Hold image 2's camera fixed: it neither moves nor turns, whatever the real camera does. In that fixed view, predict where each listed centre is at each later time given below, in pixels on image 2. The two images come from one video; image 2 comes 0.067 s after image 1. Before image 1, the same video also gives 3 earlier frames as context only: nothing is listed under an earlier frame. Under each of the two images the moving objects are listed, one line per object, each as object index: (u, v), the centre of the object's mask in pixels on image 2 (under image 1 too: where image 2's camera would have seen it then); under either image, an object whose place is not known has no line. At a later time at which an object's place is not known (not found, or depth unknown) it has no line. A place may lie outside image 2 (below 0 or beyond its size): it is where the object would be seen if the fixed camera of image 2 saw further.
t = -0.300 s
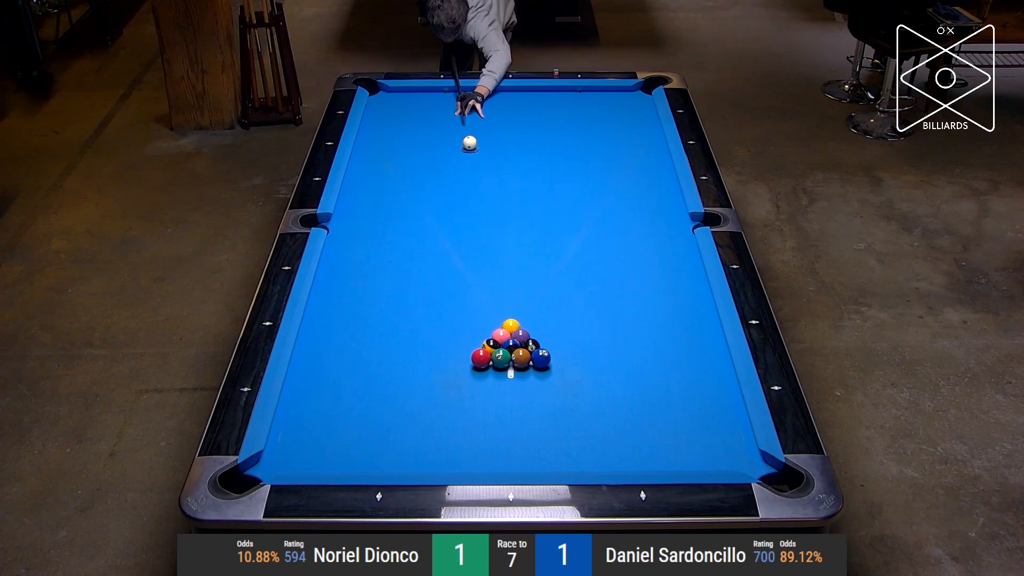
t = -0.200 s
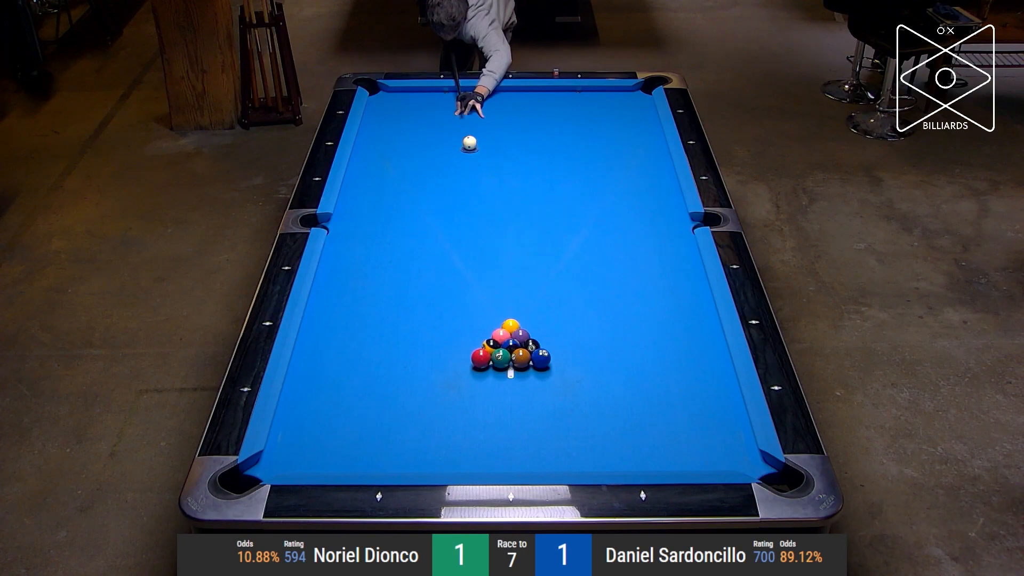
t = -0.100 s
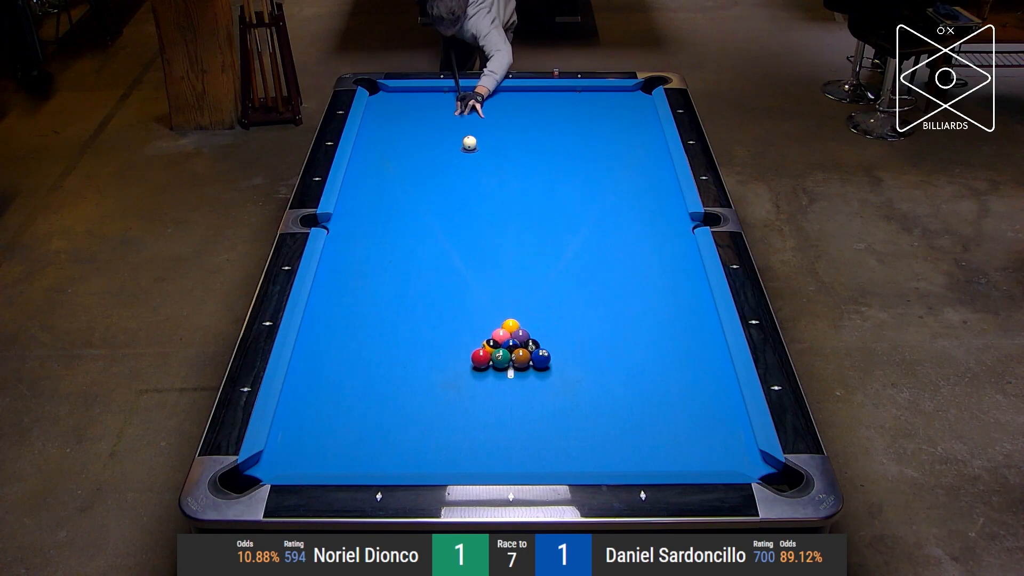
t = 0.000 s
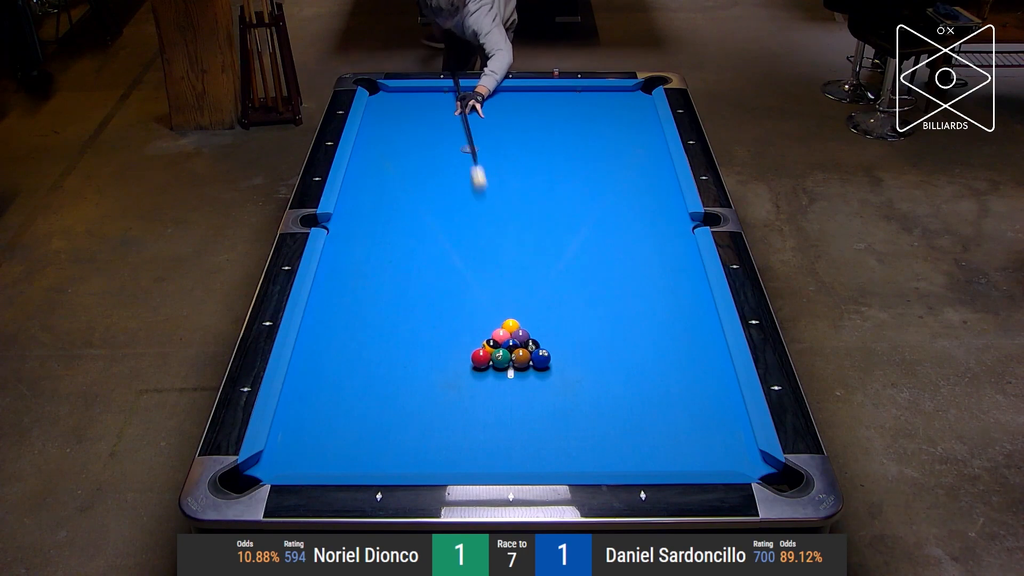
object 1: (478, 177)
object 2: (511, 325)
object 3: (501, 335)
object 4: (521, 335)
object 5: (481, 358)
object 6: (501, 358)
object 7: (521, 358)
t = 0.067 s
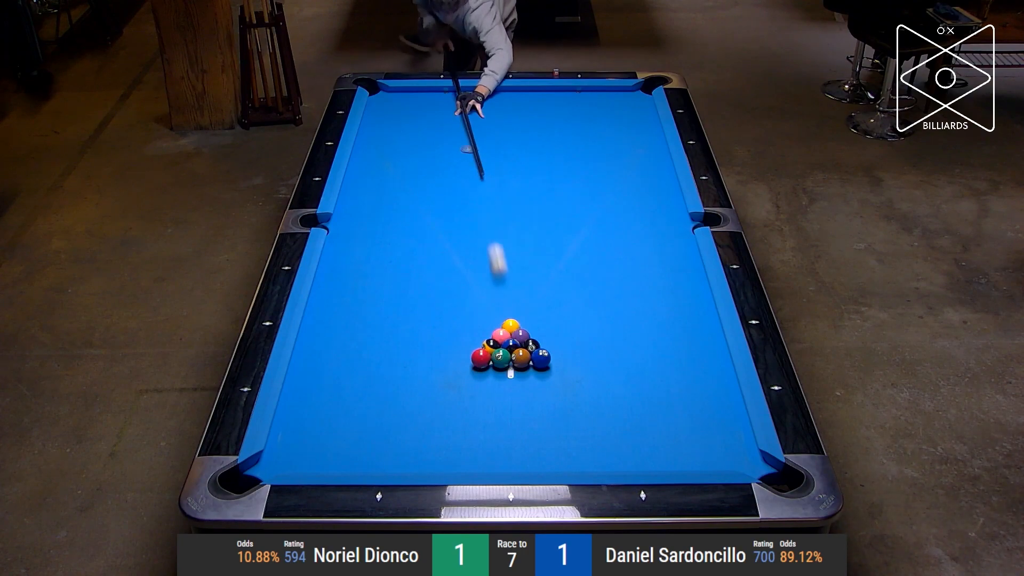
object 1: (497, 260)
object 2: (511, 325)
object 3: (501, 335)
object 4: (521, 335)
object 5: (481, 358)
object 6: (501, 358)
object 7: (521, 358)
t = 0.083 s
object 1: (503, 286)
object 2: (511, 325)
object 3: (501, 335)
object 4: (521, 335)
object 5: (481, 358)
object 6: (501, 358)
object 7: (521, 358)
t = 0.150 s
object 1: (518, 292)
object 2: (514, 322)
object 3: (491, 332)
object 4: (531, 332)
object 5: (443, 393)
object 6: (495, 380)
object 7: (526, 379)
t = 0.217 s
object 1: (528, 272)
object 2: (520, 317)
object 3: (480, 325)
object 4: (545, 324)
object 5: (384, 450)
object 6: (487, 408)
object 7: (533, 409)
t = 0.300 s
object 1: (540, 264)
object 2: (527, 309)
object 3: (468, 317)
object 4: (559, 315)
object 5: (345, 430)
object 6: (478, 444)
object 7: (543, 445)
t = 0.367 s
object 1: (549, 249)
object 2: (532, 303)
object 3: (458, 311)
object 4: (570, 309)
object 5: (330, 394)
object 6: (470, 464)
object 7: (549, 463)
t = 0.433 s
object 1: (557, 241)
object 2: (537, 297)
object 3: (449, 305)
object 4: (580, 303)
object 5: (317, 362)
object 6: (468, 449)
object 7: (551, 446)
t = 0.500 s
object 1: (566, 231)
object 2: (542, 291)
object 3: (440, 300)
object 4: (591, 296)
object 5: (306, 335)
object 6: (465, 431)
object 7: (554, 428)
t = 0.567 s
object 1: (573, 223)
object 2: (547, 284)
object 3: (431, 294)
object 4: (601, 291)
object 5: (325, 311)
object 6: (463, 416)
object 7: (556, 412)
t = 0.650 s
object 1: (583, 214)
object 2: (553, 278)
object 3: (421, 287)
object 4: (613, 283)
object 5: (345, 285)
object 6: (460, 397)
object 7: (558, 393)
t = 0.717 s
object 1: (590, 209)
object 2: (557, 272)
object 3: (412, 282)
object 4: (623, 278)
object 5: (361, 265)
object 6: (458, 381)
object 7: (560, 379)
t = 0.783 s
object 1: (597, 205)
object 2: (562, 267)
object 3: (404, 277)
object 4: (632, 272)
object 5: (375, 247)
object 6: (456, 368)
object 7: (562, 365)
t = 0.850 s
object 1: (603, 200)
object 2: (566, 261)
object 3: (396, 272)
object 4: (641, 267)
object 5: (389, 229)
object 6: (454, 355)
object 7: (563, 352)
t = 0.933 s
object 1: (590, 182)
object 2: (571, 255)
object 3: (387, 266)
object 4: (652, 260)
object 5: (404, 209)
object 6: (451, 339)
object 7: (566, 336)
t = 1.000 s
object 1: (581, 169)
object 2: (575, 250)
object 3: (379, 261)
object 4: (661, 255)
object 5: (416, 194)
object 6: (450, 326)
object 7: (567, 324)
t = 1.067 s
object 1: (575, 158)
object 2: (579, 245)
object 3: (372, 257)
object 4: (669, 251)
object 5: (427, 179)
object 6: (448, 315)
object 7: (569, 312)
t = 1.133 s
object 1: (569, 147)
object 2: (583, 240)
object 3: (365, 252)
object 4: (677, 246)
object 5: (438, 166)
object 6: (446, 304)
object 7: (570, 301)
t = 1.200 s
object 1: (564, 137)
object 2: (587, 236)
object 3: (358, 248)
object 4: (685, 241)
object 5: (448, 153)
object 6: (445, 293)
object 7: (572, 290)
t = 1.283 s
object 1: (557, 126)
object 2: (591, 230)
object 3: (350, 243)
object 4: (681, 237)
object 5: (460, 138)
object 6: (443, 280)
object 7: (573, 277)
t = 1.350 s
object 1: (552, 117)
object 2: (595, 226)
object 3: (343, 238)
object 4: (675, 234)
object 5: (469, 126)
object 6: (441, 271)
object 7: (574, 267)
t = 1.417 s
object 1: (547, 108)
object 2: (598, 222)
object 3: (337, 234)
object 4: (669, 231)
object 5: (477, 115)
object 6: (440, 261)
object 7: (576, 258)
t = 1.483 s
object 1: (543, 100)
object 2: (602, 218)
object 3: (337, 231)
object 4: (664, 228)
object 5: (485, 105)
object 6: (439, 252)
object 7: (577, 248)
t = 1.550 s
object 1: (538, 92)
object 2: (605, 214)
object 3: (339, 227)
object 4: (658, 225)
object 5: (493, 94)
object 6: (438, 243)
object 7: (578, 239)
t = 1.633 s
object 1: (536, 94)
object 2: (609, 209)
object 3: (342, 223)
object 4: (651, 221)
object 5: (506, 93)
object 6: (436, 232)
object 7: (580, 229)
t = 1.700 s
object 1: (535, 100)
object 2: (612, 205)
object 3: (344, 220)
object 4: (646, 218)
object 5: (520, 101)
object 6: (435, 224)
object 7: (581, 221)
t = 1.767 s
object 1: (544, 104)
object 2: (615, 201)
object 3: (346, 217)
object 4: (641, 216)
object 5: (524, 108)
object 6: (434, 217)
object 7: (582, 213)
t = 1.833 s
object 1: (552, 108)
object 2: (618, 198)
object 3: (348, 214)
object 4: (636, 213)
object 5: (528, 116)
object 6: (433, 209)
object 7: (583, 205)
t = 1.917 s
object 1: (562, 114)
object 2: (622, 193)
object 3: (350, 210)
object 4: (629, 210)
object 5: (533, 126)
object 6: (431, 200)
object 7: (584, 196)
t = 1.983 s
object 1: (569, 118)
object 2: (624, 190)
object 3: (352, 207)
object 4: (625, 208)
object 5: (538, 134)
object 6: (430, 193)
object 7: (585, 189)
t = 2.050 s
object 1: (577, 122)
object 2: (627, 187)
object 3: (354, 204)
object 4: (620, 205)
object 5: (542, 142)
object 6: (429, 186)
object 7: (586, 182)
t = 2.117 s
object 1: (585, 126)
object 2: (630, 183)
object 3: (356, 201)
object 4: (615, 203)
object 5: (547, 150)
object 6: (428, 179)
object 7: (587, 176)
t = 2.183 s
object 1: (593, 131)
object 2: (633, 180)
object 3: (358, 199)
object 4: (611, 201)
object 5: (552, 159)
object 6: (427, 173)
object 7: (588, 169)
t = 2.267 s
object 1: (603, 136)
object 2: (636, 176)
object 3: (361, 195)
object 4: (605, 198)
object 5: (558, 170)
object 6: (426, 165)
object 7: (589, 161)
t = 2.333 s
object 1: (611, 141)
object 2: (639, 173)
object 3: (362, 193)
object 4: (601, 196)
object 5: (563, 179)
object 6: (426, 159)
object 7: (590, 155)
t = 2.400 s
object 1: (619, 145)
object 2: (641, 170)
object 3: (364, 190)
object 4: (596, 193)
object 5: (568, 189)
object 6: (425, 153)
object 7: (591, 149)
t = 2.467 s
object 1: (627, 150)
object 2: (643, 168)
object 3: (366, 188)
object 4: (592, 191)
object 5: (573, 198)
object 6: (424, 148)
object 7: (592, 143)
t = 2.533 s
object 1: (635, 154)
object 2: (646, 165)
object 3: (367, 186)
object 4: (588, 190)
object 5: (579, 209)
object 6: (423, 142)
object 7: (592, 138)
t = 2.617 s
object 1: (641, 156)
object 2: (652, 166)
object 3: (369, 183)
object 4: (583, 187)
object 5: (586, 221)
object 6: (422, 135)
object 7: (593, 131)
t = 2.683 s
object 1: (644, 155)
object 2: (660, 169)
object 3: (371, 181)
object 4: (579, 185)
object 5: (592, 232)
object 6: (421, 130)
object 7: (594, 126)
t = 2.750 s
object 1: (647, 154)
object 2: (667, 171)
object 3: (373, 179)
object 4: (576, 183)
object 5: (598, 243)
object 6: (421, 126)
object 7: (595, 121)
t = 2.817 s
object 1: (650, 153)
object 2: (665, 173)
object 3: (374, 176)
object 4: (572, 181)
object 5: (605, 255)
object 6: (420, 120)
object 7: (596, 116)
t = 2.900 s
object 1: (653, 152)
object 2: (661, 175)
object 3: (376, 174)
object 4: (567, 179)
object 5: (613, 270)
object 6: (419, 114)
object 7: (596, 110)
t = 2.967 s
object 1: (656, 152)
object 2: (657, 177)
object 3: (377, 172)
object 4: (564, 178)
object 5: (619, 282)
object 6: (418, 110)
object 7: (597, 106)
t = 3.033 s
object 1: (659, 151)
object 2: (654, 178)
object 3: (379, 170)
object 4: (561, 176)
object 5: (627, 295)
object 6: (418, 105)
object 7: (598, 101)
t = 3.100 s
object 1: (661, 150)
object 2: (650, 180)
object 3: (380, 168)
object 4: (557, 174)
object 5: (634, 308)
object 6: (417, 101)
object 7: (598, 97)
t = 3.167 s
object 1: (660, 150)
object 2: (647, 182)
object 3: (382, 166)
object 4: (554, 173)
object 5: (641, 321)
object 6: (417, 96)
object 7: (599, 93)
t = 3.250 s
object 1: (658, 149)
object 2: (643, 183)
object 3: (383, 164)
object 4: (550, 171)
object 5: (651, 339)
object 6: (416, 92)
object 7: (600, 90)
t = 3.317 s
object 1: (656, 149)
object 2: (640, 185)
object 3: (384, 163)
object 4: (547, 170)
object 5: (659, 354)
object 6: (415, 93)
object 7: (601, 93)
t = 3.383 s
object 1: (655, 148)
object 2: (637, 186)
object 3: (386, 161)
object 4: (544, 168)
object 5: (667, 369)
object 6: (414, 95)
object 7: (603, 96)
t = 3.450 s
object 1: (653, 148)
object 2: (633, 188)
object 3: (387, 160)
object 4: (541, 167)
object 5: (676, 384)
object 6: (412, 98)
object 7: (604, 99)
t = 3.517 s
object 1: (652, 148)
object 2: (630, 189)
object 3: (388, 158)
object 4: (538, 165)
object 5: (685, 400)
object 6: (411, 100)
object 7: (606, 101)
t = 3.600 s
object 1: (651, 147)
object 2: (626, 191)
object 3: (390, 156)
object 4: (535, 164)
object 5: (696, 422)
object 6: (410, 104)
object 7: (607, 105)
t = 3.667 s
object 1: (649, 147)
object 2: (623, 192)
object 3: (391, 155)
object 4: (532, 163)
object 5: (706, 439)
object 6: (408, 106)
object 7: (609, 108)
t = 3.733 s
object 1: (648, 147)
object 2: (620, 194)
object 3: (392, 154)
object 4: (530, 162)
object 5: (715, 457)
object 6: (407, 109)
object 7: (610, 110)
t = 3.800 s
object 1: (647, 146)
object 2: (617, 195)
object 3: (393, 152)
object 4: (527, 160)
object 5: (719, 458)
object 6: (406, 112)
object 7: (611, 113)
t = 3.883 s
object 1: (646, 146)
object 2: (614, 197)
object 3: (394, 151)
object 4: (524, 159)
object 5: (715, 443)
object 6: (404, 115)
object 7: (613, 116)
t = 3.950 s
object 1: (645, 146)
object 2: (611, 198)
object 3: (395, 149)
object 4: (522, 158)
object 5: (713, 430)
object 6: (403, 118)
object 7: (615, 119)
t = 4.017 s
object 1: (644, 145)
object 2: (608, 199)
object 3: (396, 148)
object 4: (520, 157)
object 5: (710, 419)
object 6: (401, 120)
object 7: (616, 122)
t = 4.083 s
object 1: (644, 145)
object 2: (605, 200)
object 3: (397, 147)
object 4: (517, 156)
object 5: (707, 408)
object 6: (400, 123)
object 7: (617, 124)
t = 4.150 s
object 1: (643, 145)
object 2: (603, 201)
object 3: (398, 146)
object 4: (515, 155)
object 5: (705, 397)
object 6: (399, 125)
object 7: (619, 127)
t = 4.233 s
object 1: (642, 145)
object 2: (599, 203)
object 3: (399, 145)
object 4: (513, 153)
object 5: (702, 384)
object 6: (397, 129)
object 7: (620, 130)
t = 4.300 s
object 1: (642, 145)
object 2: (597, 204)
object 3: (400, 144)
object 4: (511, 153)
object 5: (699, 374)
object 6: (396, 131)
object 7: (622, 133)
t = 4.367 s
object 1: (641, 144)
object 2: (594, 205)
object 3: (401, 143)
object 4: (509, 152)
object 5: (697, 364)
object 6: (394, 133)
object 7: (623, 136)
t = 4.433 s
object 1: (641, 144)
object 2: (592, 206)
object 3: (402, 142)
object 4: (507, 151)
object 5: (695, 355)
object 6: (392, 136)
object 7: (624, 138)
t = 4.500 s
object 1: (640, 144)
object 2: (589, 207)
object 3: (403, 142)
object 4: (506, 150)
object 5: (693, 346)
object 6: (390, 138)
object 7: (626, 141)
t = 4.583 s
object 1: (641, 145)
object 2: (586, 208)
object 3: (406, 142)
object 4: (503, 149)
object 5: (690, 335)
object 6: (387, 140)
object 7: (626, 143)
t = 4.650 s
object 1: (643, 145)
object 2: (584, 209)
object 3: (409, 142)
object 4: (502, 148)
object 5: (688, 327)
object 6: (383, 142)
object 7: (625, 146)
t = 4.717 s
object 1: (645, 145)
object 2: (582, 210)
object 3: (411, 142)
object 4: (500, 148)
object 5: (686, 319)
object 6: (380, 143)
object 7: (624, 148)
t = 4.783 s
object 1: (646, 146)
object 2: (579, 211)
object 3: (413, 142)
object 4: (499, 147)
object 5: (684, 311)
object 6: (377, 144)
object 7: (623, 150)
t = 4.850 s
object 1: (647, 146)
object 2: (578, 212)
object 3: (415, 142)
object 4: (497, 146)
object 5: (682, 304)
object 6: (374, 145)
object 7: (622, 152)
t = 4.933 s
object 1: (649, 146)
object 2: (575, 213)
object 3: (418, 142)
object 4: (496, 145)
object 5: (680, 295)
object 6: (370, 147)
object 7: (620, 154)
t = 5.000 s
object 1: (650, 146)
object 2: (573, 214)
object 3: (420, 142)
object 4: (494, 145)
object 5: (678, 287)
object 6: (367, 149)
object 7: (619, 156)
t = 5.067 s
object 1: (651, 147)
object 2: (571, 215)
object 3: (422, 143)
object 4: (493, 144)
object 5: (677, 281)
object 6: (364, 150)
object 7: (618, 158)
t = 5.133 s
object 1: (652, 147)
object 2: (569, 216)
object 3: (424, 143)
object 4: (492, 144)
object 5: (675, 274)
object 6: (361, 151)
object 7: (618, 160)
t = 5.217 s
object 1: (653, 147)
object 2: (567, 216)
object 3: (426, 143)
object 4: (491, 143)
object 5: (673, 266)
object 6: (358, 152)
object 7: (616, 162)
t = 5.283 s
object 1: (653, 148)
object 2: (566, 217)
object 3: (428, 143)
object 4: (489, 142)
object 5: (671, 259)
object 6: (359, 153)
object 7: (615, 164)
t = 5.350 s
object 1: (654, 148)
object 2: (564, 218)
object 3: (429, 143)
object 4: (488, 142)
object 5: (670, 253)
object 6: (360, 153)
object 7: (614, 165)
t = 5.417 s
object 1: (655, 148)
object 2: (562, 219)
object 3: (431, 143)
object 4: (488, 142)
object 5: (668, 248)
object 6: (361, 154)
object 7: (613, 167)
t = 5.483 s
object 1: (655, 148)
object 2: (561, 219)
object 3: (432, 143)
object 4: (487, 141)
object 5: (666, 242)
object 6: (362, 155)
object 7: (612, 169)
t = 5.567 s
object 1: (656, 148)
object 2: (559, 220)
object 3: (434, 143)
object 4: (486, 141)
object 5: (664, 235)
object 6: (363, 156)
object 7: (611, 171)
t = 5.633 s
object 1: (656, 148)
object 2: (558, 221)
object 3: (435, 143)
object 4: (485, 141)
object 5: (663, 229)
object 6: (364, 156)
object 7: (610, 173)
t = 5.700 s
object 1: (656, 148)
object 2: (557, 221)
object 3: (436, 143)
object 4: (484, 140)
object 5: (662, 224)
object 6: (365, 157)
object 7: (609, 174)
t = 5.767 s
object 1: (657, 148)
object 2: (556, 222)
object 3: (437, 143)
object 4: (484, 140)
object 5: (660, 219)
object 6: (366, 157)
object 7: (608, 176)
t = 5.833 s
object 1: (657, 148)
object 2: (555, 222)
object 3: (438, 144)
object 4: (483, 140)
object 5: (659, 214)
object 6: (367, 158)
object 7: (607, 178)
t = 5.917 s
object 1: (657, 148)
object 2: (553, 223)
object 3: (439, 144)
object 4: (482, 140)
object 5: (657, 208)
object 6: (368, 159)
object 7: (606, 179)
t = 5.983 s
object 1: (657, 148)
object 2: (552, 223)
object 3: (439, 144)
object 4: (482, 139)
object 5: (656, 204)
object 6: (369, 159)
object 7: (605, 181)
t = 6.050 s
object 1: (657, 148)
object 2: (551, 223)
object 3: (440, 144)
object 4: (482, 139)
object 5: (655, 199)
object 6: (369, 159)
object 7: (604, 182)
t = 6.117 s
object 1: (657, 148)
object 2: (551, 224)
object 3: (441, 144)
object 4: (481, 139)
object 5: (654, 195)
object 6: (370, 159)
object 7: (603, 184)
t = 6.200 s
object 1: (657, 148)
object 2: (550, 224)
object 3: (441, 144)
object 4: (481, 139)
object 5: (652, 190)
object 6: (371, 160)
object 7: (602, 185)
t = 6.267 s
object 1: (657, 148)
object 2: (549, 224)
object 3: (442, 144)
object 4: (481, 139)
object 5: (651, 185)
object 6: (371, 160)
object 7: (601, 187)
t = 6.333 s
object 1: (657, 148)
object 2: (548, 225)
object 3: (442, 144)
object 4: (481, 139)
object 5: (650, 181)
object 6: (372, 160)
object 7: (600, 188)
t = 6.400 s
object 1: (657, 148)
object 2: (548, 225)
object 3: (442, 144)
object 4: (481, 139)
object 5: (649, 177)
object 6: (372, 160)
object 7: (599, 189)
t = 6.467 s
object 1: (657, 148)
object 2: (547, 225)
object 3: (442, 144)
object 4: (480, 139)
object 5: (648, 174)
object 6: (373, 161)
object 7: (599, 191)
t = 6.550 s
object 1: (657, 148)
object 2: (547, 225)
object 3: (442, 144)
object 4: (480, 139)
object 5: (647, 169)
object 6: (374, 161)
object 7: (598, 192)
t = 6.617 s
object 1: (657, 148)
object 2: (547, 225)
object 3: (442, 144)
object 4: (480, 139)
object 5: (646, 165)
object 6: (374, 161)
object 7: (597, 193)
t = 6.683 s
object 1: (657, 148)
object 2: (546, 225)
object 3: (442, 144)
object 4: (480, 139)
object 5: (645, 162)
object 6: (374, 161)
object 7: (596, 194)
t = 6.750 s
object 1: (657, 148)
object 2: (546, 225)
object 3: (442, 144)
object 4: (480, 139)
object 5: (644, 158)
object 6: (374, 161)
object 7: (595, 195)
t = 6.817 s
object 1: (657, 148)
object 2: (546, 225)
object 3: (442, 144)
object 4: (480, 139)
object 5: (643, 155)
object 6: (374, 161)
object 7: (595, 196)
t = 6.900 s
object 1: (657, 148)
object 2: (546, 225)
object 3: (442, 144)
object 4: (480, 139)
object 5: (642, 151)
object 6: (374, 161)
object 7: (594, 198)
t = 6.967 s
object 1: (657, 148)
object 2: (546, 225)
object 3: (442, 144)
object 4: (480, 139)
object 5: (641, 148)
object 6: (375, 161)
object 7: (593, 198)
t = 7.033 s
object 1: (657, 148)
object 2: (546, 225)
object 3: (442, 144)
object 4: (480, 139)
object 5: (640, 145)
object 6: (375, 161)
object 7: (592, 199)
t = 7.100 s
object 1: (657, 148)
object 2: (546, 225)
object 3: (442, 144)
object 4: (480, 139)
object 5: (639, 142)
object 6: (375, 161)
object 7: (592, 200)
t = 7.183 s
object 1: (657, 148)
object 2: (546, 225)
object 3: (442, 144)
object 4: (480, 139)
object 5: (638, 138)
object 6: (374, 161)
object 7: (591, 201)
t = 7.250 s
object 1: (657, 148)
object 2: (546, 225)
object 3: (442, 144)
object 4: (480, 139)
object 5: (637, 135)
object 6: (374, 161)
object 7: (590, 202)
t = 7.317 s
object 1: (657, 148)
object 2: (546, 225)
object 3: (442, 144)
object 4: (480, 139)
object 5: (636, 132)
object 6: (374, 161)
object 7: (590, 203)
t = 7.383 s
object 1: (657, 148)
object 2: (546, 225)
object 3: (442, 144)
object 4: (480, 139)
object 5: (635, 130)
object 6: (374, 161)
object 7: (589, 203)
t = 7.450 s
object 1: (657, 148)
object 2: (546, 225)
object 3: (442, 144)
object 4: (480, 139)
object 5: (635, 127)
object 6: (375, 161)
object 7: (589, 204)
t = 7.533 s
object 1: (657, 148)
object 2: (546, 225)
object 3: (442, 144)
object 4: (480, 139)
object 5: (633, 124)
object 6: (375, 161)
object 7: (589, 205)
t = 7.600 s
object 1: (657, 148)
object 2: (546, 225)
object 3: (442, 144)
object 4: (480, 139)
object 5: (633, 121)
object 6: (375, 161)
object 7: (588, 205)
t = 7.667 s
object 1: (657, 148)
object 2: (546, 225)
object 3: (442, 144)
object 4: (480, 139)
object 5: (632, 119)
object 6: (375, 161)
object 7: (588, 206)
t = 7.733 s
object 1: (657, 148)
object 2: (546, 225)
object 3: (442, 144)
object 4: (480, 139)
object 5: (631, 116)
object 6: (375, 161)
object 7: (588, 206)
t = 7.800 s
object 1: (657, 148)
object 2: (546, 225)
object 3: (442, 144)
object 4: (480, 139)
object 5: (630, 114)
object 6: (375, 161)
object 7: (588, 207)
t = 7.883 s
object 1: (657, 148)
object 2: (546, 225)
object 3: (442, 144)
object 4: (480, 139)
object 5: (629, 111)
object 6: (375, 161)
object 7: (588, 207)
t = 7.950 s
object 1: (657, 148)
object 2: (546, 225)
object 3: (442, 144)
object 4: (480, 139)
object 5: (628, 109)
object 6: (375, 161)
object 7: (588, 208)
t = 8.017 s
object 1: (657, 148)
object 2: (546, 225)
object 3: (442, 144)
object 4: (480, 139)
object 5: (627, 107)
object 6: (375, 161)
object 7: (587, 208)
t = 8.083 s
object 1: (657, 148)
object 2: (546, 225)
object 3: (442, 144)
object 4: (480, 139)
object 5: (626, 105)
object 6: (375, 161)
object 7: (587, 208)
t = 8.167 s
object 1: (657, 148)
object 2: (546, 225)
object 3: (442, 144)
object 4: (480, 139)
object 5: (626, 102)
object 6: (375, 161)
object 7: (587, 209)
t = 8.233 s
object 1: (657, 148)
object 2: (546, 225)
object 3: (442, 144)
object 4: (480, 139)
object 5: (625, 100)
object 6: (374, 161)
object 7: (587, 209)
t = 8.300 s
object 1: (657, 148)
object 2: (546, 225)
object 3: (442, 144)
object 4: (480, 139)
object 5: (624, 98)
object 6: (375, 161)
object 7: (587, 209)
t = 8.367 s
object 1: (657, 148)
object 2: (546, 225)
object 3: (442, 144)
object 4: (480, 139)
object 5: (623, 96)
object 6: (375, 161)
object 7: (587, 209)
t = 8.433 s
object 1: (657, 148)
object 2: (546, 225)
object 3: (442, 144)
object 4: (480, 139)
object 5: (623, 94)
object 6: (375, 161)
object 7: (587, 209)
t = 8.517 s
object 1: (657, 148)
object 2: (546, 225)
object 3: (442, 144)
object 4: (480, 139)
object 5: (622, 92)
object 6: (374, 161)
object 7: (587, 209)
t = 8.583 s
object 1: (657, 148)
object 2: (546, 225)
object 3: (442, 144)
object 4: (480, 139)
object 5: (621, 91)
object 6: (375, 161)
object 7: (586, 209)
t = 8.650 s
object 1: (657, 148)
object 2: (546, 225)
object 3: (442, 144)
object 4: (480, 139)
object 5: (621, 90)
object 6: (375, 161)
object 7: (586, 209)
